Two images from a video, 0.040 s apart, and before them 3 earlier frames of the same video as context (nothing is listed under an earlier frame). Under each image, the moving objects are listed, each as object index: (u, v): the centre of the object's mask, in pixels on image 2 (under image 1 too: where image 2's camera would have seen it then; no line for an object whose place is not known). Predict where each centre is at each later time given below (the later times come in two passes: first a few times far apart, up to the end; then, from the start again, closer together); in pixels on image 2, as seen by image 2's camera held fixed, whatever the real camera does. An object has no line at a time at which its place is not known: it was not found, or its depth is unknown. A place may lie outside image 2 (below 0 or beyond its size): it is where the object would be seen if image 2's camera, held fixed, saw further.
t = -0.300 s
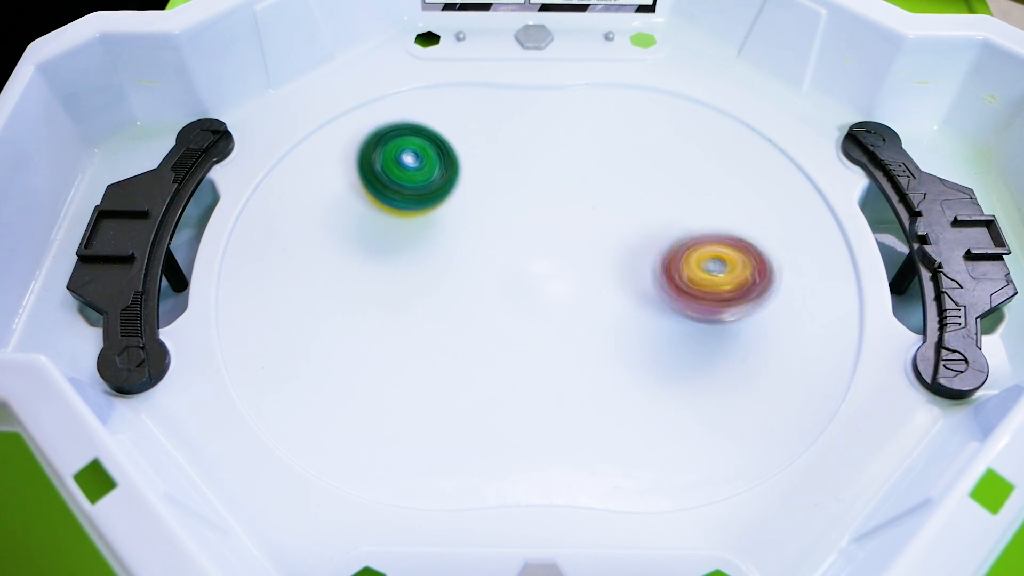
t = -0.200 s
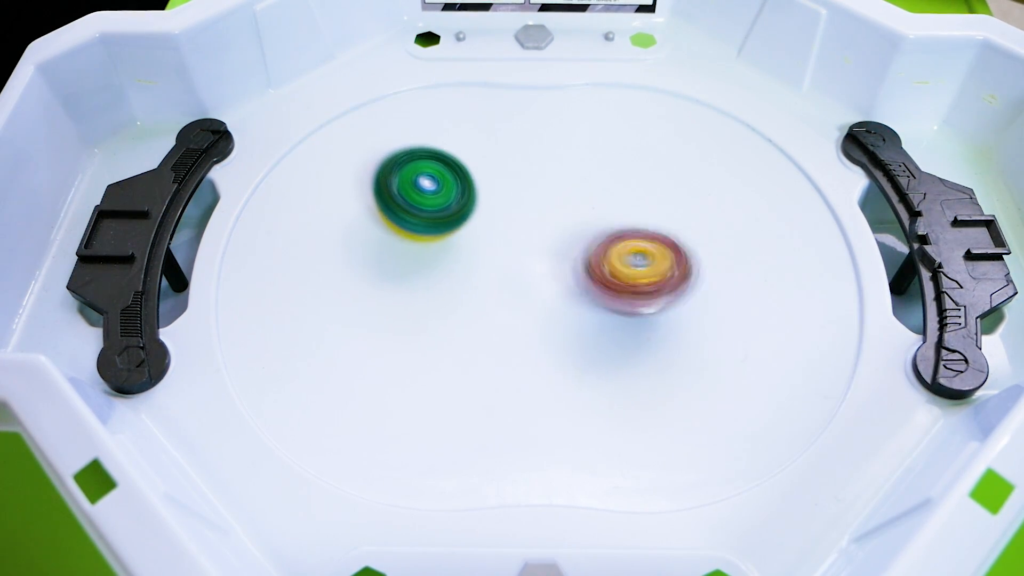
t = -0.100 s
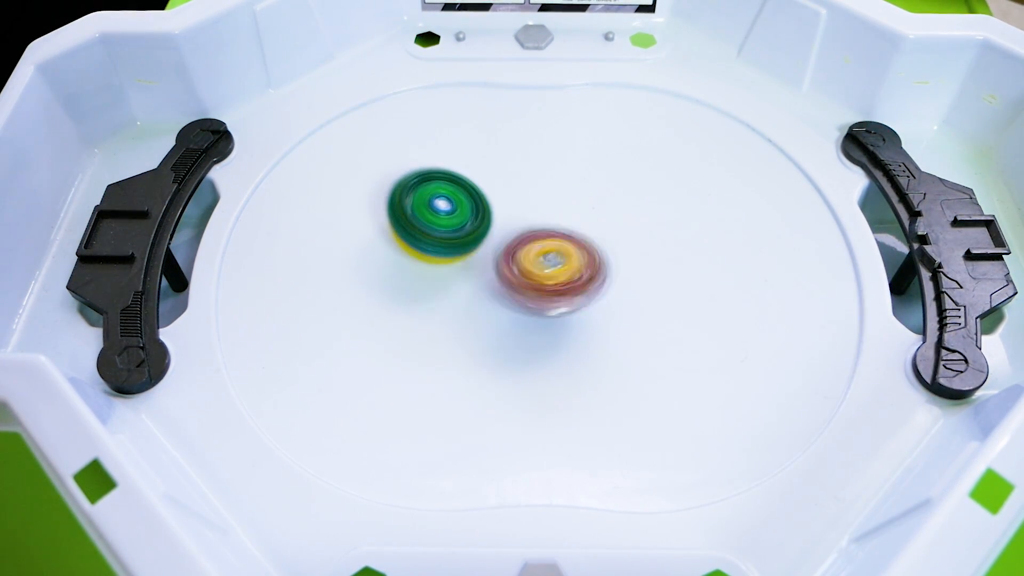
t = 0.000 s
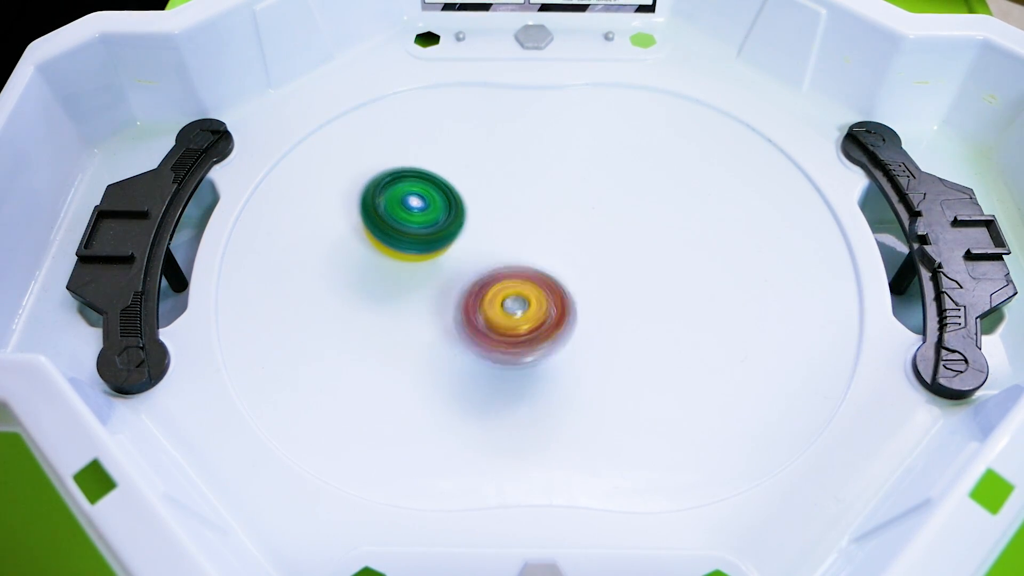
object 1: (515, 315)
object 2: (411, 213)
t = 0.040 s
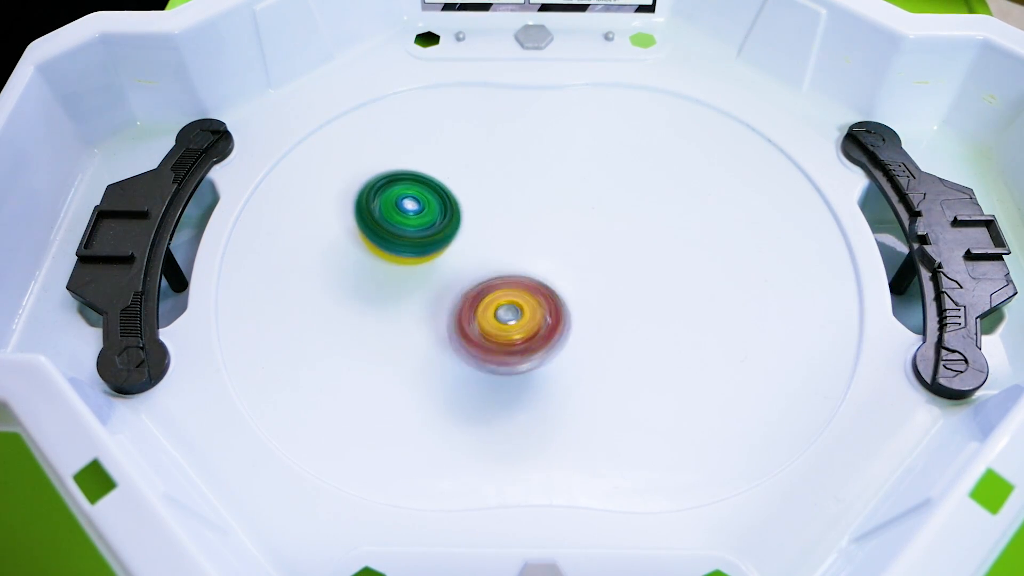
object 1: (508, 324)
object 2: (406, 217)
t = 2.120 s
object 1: (613, 366)
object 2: (477, 200)
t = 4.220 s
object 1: (594, 233)
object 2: (442, 259)
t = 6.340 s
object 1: (581, 241)
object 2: (462, 234)
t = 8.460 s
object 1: (593, 219)
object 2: (477, 230)
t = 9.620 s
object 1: (567, 294)
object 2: (466, 218)
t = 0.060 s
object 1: (508, 327)
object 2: (406, 219)
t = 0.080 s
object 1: (506, 327)
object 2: (407, 223)
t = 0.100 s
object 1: (505, 328)
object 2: (408, 226)
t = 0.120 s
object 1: (504, 328)
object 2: (410, 229)
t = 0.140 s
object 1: (504, 328)
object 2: (412, 232)
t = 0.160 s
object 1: (504, 327)
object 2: (415, 235)
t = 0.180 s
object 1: (503, 325)
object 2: (418, 238)
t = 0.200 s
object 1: (502, 324)
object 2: (421, 240)
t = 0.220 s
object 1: (503, 323)
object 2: (425, 243)
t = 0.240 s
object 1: (502, 320)
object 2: (429, 245)
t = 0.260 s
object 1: (506, 320)
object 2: (430, 245)
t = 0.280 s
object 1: (515, 324)
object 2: (426, 240)
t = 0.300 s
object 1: (523, 326)
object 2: (423, 236)
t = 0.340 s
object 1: (533, 328)
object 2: (420, 230)
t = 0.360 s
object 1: (538, 328)
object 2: (420, 229)
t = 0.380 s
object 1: (543, 326)
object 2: (422, 229)
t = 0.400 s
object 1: (546, 325)
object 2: (424, 229)
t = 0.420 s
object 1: (550, 323)
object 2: (428, 230)
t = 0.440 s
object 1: (554, 321)
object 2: (431, 231)
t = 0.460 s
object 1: (558, 318)
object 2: (436, 232)
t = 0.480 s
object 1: (561, 315)
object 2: (441, 233)
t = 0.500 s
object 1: (564, 312)
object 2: (446, 235)
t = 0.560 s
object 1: (573, 301)
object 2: (463, 239)
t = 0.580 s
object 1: (575, 297)
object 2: (468, 240)
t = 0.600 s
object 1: (576, 293)
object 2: (474, 242)
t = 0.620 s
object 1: (579, 289)
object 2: (477, 242)
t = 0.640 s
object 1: (585, 287)
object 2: (477, 239)
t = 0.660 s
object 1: (589, 284)
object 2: (478, 237)
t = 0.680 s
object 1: (591, 281)
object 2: (480, 236)
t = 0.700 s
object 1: (593, 277)
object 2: (482, 235)
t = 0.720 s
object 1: (594, 273)
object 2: (484, 235)
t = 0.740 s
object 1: (605, 270)
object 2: (479, 232)
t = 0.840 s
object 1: (673, 256)
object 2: (426, 213)
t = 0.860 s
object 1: (682, 250)
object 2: (422, 211)
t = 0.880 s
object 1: (691, 245)
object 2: (420, 208)
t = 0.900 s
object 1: (698, 240)
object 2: (420, 206)
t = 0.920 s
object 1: (705, 235)
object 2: (421, 204)
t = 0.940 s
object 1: (710, 230)
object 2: (422, 201)
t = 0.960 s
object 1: (715, 226)
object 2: (424, 199)
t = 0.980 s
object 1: (718, 222)
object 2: (425, 197)
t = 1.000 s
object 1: (721, 218)
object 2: (426, 195)
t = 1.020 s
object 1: (722, 214)
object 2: (428, 192)
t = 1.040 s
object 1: (724, 211)
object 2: (430, 191)
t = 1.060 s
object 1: (726, 208)
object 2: (432, 188)
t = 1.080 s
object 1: (725, 205)
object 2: (434, 187)
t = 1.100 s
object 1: (725, 202)
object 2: (436, 185)
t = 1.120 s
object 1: (725, 200)
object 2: (438, 184)
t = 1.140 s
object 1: (724, 198)
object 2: (440, 183)
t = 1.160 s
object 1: (722, 196)
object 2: (442, 182)
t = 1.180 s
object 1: (720, 195)
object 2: (444, 181)
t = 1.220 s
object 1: (713, 193)
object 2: (447, 179)
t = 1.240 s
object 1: (709, 192)
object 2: (449, 178)
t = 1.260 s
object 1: (706, 192)
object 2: (451, 177)
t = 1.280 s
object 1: (701, 192)
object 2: (453, 177)
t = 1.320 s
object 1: (691, 193)
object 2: (457, 176)
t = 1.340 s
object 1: (686, 194)
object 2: (459, 176)
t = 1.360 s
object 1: (680, 195)
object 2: (460, 176)
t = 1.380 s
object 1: (673, 196)
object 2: (462, 176)
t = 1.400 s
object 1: (667, 197)
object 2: (464, 176)
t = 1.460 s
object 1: (645, 203)
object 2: (469, 176)
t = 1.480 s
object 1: (639, 205)
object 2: (471, 176)
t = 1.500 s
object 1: (631, 207)
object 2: (473, 177)
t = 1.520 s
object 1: (623, 210)
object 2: (476, 178)
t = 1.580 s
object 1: (599, 220)
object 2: (482, 181)
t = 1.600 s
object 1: (592, 223)
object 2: (484, 182)
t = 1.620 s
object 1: (584, 227)
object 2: (486, 183)
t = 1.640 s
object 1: (579, 232)
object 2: (485, 182)
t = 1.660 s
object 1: (573, 238)
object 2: (485, 182)
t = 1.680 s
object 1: (576, 249)
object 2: (479, 178)
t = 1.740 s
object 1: (590, 283)
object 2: (456, 166)
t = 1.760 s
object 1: (592, 292)
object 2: (451, 165)
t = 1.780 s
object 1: (594, 299)
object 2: (448, 164)
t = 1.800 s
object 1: (596, 306)
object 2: (446, 165)
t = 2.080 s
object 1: (613, 364)
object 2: (472, 196)
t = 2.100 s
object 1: (613, 365)
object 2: (475, 198)
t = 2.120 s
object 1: (613, 366)
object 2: (477, 200)
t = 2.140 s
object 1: (614, 365)
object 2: (480, 203)
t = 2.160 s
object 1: (613, 363)
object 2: (483, 205)
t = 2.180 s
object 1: (613, 362)
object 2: (485, 208)
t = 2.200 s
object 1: (613, 360)
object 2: (488, 211)
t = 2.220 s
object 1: (612, 358)
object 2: (490, 214)
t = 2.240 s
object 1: (612, 355)
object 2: (492, 216)
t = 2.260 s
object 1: (611, 352)
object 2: (494, 219)
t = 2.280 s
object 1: (608, 348)
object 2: (496, 221)
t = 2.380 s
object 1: (596, 326)
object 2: (506, 235)
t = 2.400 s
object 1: (592, 321)
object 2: (507, 237)
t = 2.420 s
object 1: (589, 315)
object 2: (509, 240)
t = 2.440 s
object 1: (588, 311)
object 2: (508, 240)
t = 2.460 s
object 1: (589, 309)
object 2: (503, 238)
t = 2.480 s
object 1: (590, 306)
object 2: (500, 236)
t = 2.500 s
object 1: (588, 302)
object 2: (498, 236)
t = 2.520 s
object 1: (588, 298)
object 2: (496, 235)
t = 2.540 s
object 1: (602, 303)
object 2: (481, 225)
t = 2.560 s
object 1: (623, 312)
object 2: (464, 213)
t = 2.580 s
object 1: (638, 317)
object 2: (446, 200)
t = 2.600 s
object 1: (651, 320)
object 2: (431, 190)
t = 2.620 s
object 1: (663, 319)
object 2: (418, 180)
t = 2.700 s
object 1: (697, 312)
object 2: (386, 156)
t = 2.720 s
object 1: (705, 310)
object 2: (383, 154)
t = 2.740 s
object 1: (710, 306)
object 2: (382, 152)
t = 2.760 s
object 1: (715, 304)
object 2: (382, 152)
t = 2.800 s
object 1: (723, 298)
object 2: (386, 153)
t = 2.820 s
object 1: (727, 295)
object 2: (390, 154)
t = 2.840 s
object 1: (729, 291)
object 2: (394, 155)
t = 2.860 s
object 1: (731, 289)
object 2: (398, 157)
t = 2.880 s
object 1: (733, 285)
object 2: (403, 159)
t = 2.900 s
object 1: (733, 282)
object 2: (408, 160)
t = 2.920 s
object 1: (733, 279)
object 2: (413, 162)
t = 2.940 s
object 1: (732, 276)
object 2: (417, 164)
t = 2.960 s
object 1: (732, 273)
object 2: (422, 166)
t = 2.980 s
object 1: (731, 269)
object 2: (427, 169)
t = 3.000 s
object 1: (728, 267)
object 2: (432, 171)
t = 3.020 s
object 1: (726, 264)
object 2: (436, 173)
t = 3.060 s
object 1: (719, 257)
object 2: (445, 178)
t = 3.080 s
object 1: (716, 254)
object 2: (449, 180)
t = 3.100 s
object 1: (710, 251)
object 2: (453, 183)
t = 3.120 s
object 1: (706, 248)
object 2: (457, 185)
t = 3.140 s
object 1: (700, 245)
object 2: (460, 187)
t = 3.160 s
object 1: (695, 242)
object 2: (463, 189)
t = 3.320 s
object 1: (636, 220)
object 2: (488, 209)
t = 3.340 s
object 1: (625, 218)
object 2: (491, 212)
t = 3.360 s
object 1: (617, 215)
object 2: (494, 214)
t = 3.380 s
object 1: (617, 214)
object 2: (487, 216)
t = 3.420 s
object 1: (640, 209)
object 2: (450, 219)
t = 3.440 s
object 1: (646, 206)
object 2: (434, 221)
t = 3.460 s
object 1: (651, 207)
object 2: (420, 222)
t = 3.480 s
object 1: (652, 204)
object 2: (410, 224)
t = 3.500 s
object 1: (654, 204)
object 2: (401, 226)
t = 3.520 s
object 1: (655, 201)
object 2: (395, 228)
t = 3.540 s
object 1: (655, 200)
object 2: (392, 230)
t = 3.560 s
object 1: (657, 199)
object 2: (390, 231)
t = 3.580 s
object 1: (657, 198)
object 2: (390, 233)
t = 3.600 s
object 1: (658, 198)
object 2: (391, 234)
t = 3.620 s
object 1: (657, 198)
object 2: (393, 235)
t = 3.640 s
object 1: (658, 198)
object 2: (396, 236)
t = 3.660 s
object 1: (656, 198)
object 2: (399, 236)
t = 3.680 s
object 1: (656, 199)
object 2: (403, 236)
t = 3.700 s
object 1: (654, 198)
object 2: (407, 237)
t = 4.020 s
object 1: (598, 221)
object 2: (467, 243)
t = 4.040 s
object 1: (594, 223)
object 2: (472, 244)
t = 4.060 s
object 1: (590, 226)
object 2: (473, 245)
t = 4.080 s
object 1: (591, 227)
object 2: (469, 247)
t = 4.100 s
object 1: (590, 228)
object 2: (467, 249)
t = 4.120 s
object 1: (588, 230)
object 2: (466, 251)
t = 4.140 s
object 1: (584, 232)
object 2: (466, 253)
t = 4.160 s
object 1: (585, 232)
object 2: (461, 254)
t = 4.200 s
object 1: (593, 233)
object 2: (446, 258)
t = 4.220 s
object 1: (594, 233)
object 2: (442, 259)
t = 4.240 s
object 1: (594, 235)
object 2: (439, 260)
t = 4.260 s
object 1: (595, 235)
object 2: (438, 261)
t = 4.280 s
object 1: (594, 236)
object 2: (438, 262)
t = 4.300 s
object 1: (594, 237)
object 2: (439, 263)
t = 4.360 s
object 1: (591, 239)
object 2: (446, 263)
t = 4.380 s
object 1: (591, 240)
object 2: (449, 263)
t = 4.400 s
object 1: (589, 242)
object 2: (452, 263)
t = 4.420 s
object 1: (588, 242)
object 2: (454, 262)
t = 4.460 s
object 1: (582, 241)
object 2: (457, 259)
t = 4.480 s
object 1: (579, 241)
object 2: (459, 259)
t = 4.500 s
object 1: (580, 241)
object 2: (459, 259)
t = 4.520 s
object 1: (584, 240)
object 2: (456, 260)
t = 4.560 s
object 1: (586, 239)
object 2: (453, 262)
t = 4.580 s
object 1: (586, 240)
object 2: (453, 263)
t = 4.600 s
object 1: (585, 239)
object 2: (454, 263)
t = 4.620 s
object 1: (585, 240)
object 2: (455, 264)
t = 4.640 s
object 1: (583, 239)
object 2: (457, 264)
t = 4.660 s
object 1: (581, 240)
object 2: (459, 264)
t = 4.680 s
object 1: (579, 238)
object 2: (461, 264)
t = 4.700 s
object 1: (579, 239)
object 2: (462, 264)
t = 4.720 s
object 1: (588, 237)
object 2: (452, 265)
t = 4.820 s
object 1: (611, 232)
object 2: (420, 270)
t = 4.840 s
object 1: (613, 233)
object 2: (420, 270)
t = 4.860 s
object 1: (615, 231)
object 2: (420, 271)
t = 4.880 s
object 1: (616, 232)
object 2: (421, 270)
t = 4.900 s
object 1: (618, 231)
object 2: (423, 270)
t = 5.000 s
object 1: (621, 233)
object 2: (434, 265)
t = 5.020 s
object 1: (622, 232)
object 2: (436, 265)
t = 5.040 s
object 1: (621, 234)
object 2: (438, 264)
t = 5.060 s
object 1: (621, 232)
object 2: (441, 263)
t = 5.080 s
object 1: (620, 234)
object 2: (443, 262)
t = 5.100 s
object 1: (620, 233)
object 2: (445, 261)
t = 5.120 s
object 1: (619, 235)
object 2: (448, 260)
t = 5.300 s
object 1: (601, 242)
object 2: (474, 254)
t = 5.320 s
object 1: (598, 243)
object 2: (477, 254)
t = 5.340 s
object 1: (597, 243)
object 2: (478, 254)
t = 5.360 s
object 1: (600, 244)
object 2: (474, 253)
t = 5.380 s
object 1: (603, 244)
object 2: (471, 253)
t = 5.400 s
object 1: (603, 246)
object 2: (468, 254)
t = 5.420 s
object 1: (603, 245)
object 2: (468, 254)
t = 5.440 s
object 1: (603, 246)
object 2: (469, 254)
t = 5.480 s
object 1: (602, 246)
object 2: (471, 253)
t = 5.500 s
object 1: (601, 245)
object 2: (472, 253)
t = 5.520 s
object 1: (601, 246)
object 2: (474, 252)
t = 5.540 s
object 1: (599, 245)
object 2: (475, 251)
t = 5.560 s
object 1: (598, 246)
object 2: (477, 250)
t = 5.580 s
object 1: (596, 245)
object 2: (479, 249)
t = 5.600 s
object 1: (597, 246)
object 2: (478, 248)
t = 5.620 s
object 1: (600, 246)
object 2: (473, 248)
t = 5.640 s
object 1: (603, 248)
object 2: (470, 247)
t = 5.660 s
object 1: (602, 248)
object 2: (468, 246)
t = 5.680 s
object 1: (603, 248)
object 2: (467, 246)
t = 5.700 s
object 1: (602, 248)
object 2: (466, 245)
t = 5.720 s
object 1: (603, 247)
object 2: (467, 244)
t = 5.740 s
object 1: (602, 248)
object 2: (467, 243)
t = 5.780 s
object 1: (601, 247)
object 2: (469, 242)
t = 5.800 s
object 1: (602, 246)
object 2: (470, 241)
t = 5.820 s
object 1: (600, 247)
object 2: (471, 240)
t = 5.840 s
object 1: (600, 246)
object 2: (471, 239)
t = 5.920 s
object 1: (594, 246)
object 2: (474, 237)
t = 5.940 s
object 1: (595, 247)
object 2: (475, 236)
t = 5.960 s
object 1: (592, 246)
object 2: (474, 236)
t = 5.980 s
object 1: (594, 246)
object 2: (471, 235)
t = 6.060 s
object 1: (598, 247)
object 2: (455, 231)
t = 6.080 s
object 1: (597, 247)
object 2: (454, 231)
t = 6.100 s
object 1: (597, 246)
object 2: (453, 231)
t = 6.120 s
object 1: (596, 246)
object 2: (453, 231)
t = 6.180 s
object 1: (593, 245)
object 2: (455, 231)
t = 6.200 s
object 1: (592, 246)
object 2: (455, 231)
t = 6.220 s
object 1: (591, 244)
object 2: (456, 231)
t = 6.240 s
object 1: (590, 244)
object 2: (457, 232)
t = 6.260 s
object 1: (588, 243)
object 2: (457, 232)
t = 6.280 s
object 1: (587, 243)
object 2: (459, 232)
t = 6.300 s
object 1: (584, 242)
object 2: (460, 233)
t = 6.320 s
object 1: (582, 242)
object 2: (461, 233)
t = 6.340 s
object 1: (581, 241)
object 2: (462, 234)
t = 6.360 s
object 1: (581, 241)
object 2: (460, 234)
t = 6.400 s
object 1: (579, 240)
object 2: (460, 236)
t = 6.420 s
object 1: (578, 241)
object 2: (461, 237)
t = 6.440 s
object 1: (579, 240)
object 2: (460, 238)
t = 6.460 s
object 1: (580, 241)
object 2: (459, 239)
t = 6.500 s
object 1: (580, 241)
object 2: (460, 242)
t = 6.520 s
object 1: (580, 240)
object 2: (460, 243)
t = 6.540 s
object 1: (583, 240)
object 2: (459, 243)
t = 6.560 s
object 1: (583, 240)
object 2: (459, 244)
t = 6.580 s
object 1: (584, 239)
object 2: (459, 245)
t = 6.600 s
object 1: (584, 238)
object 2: (460, 246)
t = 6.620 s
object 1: (585, 237)
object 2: (462, 247)
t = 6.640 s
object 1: (585, 237)
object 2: (463, 248)
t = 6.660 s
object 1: (586, 236)
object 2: (465, 249)
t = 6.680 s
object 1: (586, 237)
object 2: (468, 249)
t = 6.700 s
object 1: (589, 235)
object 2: (467, 250)
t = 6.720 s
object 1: (602, 233)
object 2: (454, 253)
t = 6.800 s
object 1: (634, 228)
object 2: (426, 260)
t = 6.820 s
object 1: (638, 227)
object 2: (425, 261)
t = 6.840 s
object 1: (644, 226)
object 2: (425, 262)
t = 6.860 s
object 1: (647, 226)
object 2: (426, 262)
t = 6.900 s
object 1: (654, 224)
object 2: (428, 262)
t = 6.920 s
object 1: (658, 224)
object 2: (429, 262)
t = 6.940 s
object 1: (660, 225)
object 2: (430, 261)
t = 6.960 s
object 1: (662, 225)
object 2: (432, 262)
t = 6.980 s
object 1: (664, 226)
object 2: (433, 261)
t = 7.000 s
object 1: (666, 226)
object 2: (435, 262)
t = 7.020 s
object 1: (667, 227)
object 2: (436, 261)
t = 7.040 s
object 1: (667, 228)
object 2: (439, 262)
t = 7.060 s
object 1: (668, 228)
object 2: (440, 262)
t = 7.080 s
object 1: (667, 230)
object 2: (443, 261)
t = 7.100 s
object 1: (667, 230)
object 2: (445, 262)
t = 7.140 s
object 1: (665, 232)
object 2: (450, 262)
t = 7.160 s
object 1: (664, 234)
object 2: (452, 261)
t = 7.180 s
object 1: (662, 235)
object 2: (456, 262)
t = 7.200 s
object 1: (660, 237)
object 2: (457, 261)
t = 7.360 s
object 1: (624, 247)
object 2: (479, 257)
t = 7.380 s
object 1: (619, 248)
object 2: (481, 257)
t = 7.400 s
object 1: (611, 250)
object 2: (484, 255)
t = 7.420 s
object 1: (605, 251)
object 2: (486, 254)
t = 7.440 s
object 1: (604, 252)
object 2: (481, 251)
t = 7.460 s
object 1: (608, 252)
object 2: (466, 249)
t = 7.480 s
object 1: (613, 253)
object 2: (454, 247)
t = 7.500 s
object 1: (613, 254)
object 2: (444, 245)
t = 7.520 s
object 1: (613, 254)
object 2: (436, 244)
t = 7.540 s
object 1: (610, 254)
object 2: (431, 242)
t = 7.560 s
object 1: (609, 252)
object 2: (427, 241)
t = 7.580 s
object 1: (608, 253)
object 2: (426, 240)
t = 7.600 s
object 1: (606, 252)
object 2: (426, 239)
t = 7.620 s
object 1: (607, 251)
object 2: (425, 237)
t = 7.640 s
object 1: (604, 250)
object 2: (426, 236)
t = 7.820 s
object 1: (579, 241)
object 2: (426, 227)
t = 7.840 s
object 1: (577, 240)
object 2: (426, 226)
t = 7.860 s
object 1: (576, 240)
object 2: (426, 226)
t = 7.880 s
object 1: (575, 241)
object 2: (426, 225)
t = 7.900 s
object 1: (576, 242)
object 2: (427, 225)
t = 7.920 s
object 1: (575, 243)
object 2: (427, 225)
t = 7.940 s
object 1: (576, 244)
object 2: (428, 225)
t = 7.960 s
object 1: (575, 246)
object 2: (428, 225)
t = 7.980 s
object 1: (575, 246)
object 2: (430, 225)
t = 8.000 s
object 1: (577, 248)
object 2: (430, 225)
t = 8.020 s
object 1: (577, 249)
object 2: (432, 225)
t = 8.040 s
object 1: (580, 249)
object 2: (432, 225)
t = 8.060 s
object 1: (580, 250)
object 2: (434, 225)
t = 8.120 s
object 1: (583, 247)
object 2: (438, 227)
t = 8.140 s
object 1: (585, 244)
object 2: (439, 227)
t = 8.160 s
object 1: (585, 242)
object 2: (442, 228)
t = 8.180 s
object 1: (587, 239)
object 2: (443, 228)
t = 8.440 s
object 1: (593, 220)
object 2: (474, 230)
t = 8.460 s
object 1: (593, 219)
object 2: (477, 230)
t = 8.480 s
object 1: (598, 218)
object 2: (474, 229)
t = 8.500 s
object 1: (603, 218)
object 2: (469, 229)
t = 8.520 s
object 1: (607, 219)
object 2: (466, 230)
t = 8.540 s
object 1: (607, 220)
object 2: (465, 230)
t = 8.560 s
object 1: (609, 218)
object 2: (465, 230)
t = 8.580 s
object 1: (611, 218)
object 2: (466, 231)
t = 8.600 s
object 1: (612, 219)
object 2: (467, 230)
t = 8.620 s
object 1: (614, 220)
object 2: (469, 229)
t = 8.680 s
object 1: (615, 222)
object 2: (474, 227)
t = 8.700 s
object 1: (615, 223)
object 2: (476, 226)
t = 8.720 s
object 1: (616, 223)
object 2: (477, 225)
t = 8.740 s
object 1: (615, 225)
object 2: (478, 224)
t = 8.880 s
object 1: (606, 235)
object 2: (487, 220)
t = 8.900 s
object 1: (603, 236)
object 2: (488, 219)
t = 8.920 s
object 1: (601, 237)
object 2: (489, 218)
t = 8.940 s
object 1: (602, 240)
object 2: (485, 217)
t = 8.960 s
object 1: (603, 243)
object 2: (480, 215)
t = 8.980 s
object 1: (605, 247)
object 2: (474, 213)
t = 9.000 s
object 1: (602, 249)
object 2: (473, 213)
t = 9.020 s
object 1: (602, 249)
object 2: (471, 212)
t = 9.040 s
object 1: (601, 252)
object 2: (471, 212)
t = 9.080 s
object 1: (598, 255)
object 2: (472, 211)
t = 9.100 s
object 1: (595, 258)
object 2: (471, 211)
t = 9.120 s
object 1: (592, 259)
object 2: (472, 211)
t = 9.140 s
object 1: (591, 261)
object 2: (472, 211)
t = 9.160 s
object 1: (587, 263)
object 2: (472, 211)
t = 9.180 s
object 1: (585, 264)
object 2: (472, 211)
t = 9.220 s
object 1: (577, 265)
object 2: (473, 212)
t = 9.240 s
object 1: (575, 267)
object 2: (473, 212)
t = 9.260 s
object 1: (569, 270)
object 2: (474, 213)
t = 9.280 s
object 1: (564, 272)
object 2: (474, 213)
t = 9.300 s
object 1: (560, 277)
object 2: (473, 214)
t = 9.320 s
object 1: (560, 283)
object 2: (470, 213)
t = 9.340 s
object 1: (560, 286)
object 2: (469, 214)
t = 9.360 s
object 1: (557, 287)
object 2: (468, 215)
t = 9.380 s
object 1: (558, 287)
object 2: (469, 216)
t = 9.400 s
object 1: (559, 288)
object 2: (469, 216)
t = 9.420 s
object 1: (558, 289)
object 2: (469, 217)
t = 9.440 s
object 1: (559, 288)
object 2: (469, 218)
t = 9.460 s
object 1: (557, 290)
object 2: (470, 219)
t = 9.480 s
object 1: (558, 289)
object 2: (470, 220)
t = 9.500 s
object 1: (558, 289)
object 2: (472, 221)
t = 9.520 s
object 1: (557, 288)
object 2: (472, 222)
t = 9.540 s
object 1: (558, 288)
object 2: (472, 222)
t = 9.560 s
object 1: (561, 291)
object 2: (469, 220)
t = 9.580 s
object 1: (565, 293)
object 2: (466, 219)
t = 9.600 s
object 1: (567, 294)
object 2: (465, 218)
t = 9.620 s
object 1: (567, 294)
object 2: (466, 218)
